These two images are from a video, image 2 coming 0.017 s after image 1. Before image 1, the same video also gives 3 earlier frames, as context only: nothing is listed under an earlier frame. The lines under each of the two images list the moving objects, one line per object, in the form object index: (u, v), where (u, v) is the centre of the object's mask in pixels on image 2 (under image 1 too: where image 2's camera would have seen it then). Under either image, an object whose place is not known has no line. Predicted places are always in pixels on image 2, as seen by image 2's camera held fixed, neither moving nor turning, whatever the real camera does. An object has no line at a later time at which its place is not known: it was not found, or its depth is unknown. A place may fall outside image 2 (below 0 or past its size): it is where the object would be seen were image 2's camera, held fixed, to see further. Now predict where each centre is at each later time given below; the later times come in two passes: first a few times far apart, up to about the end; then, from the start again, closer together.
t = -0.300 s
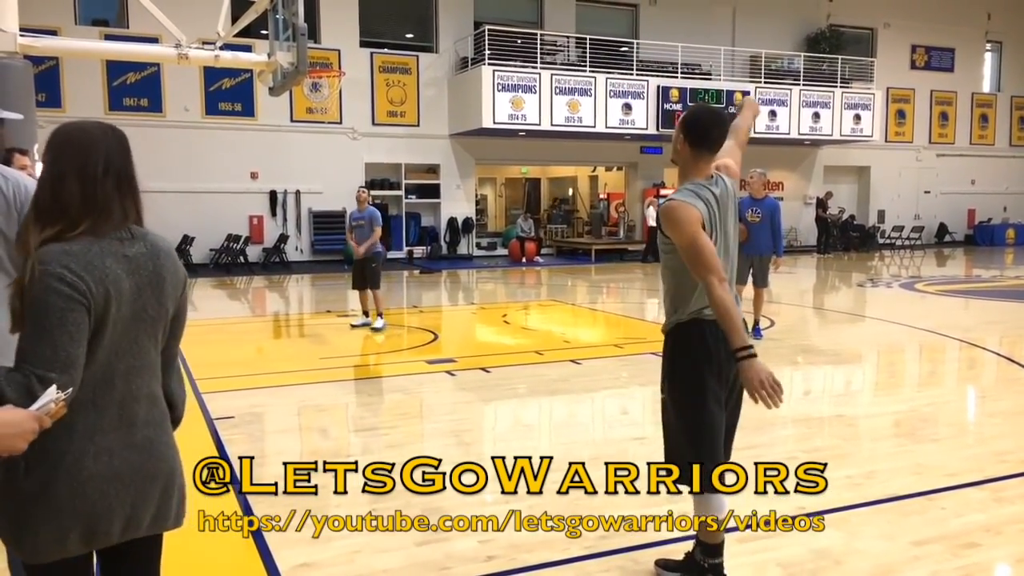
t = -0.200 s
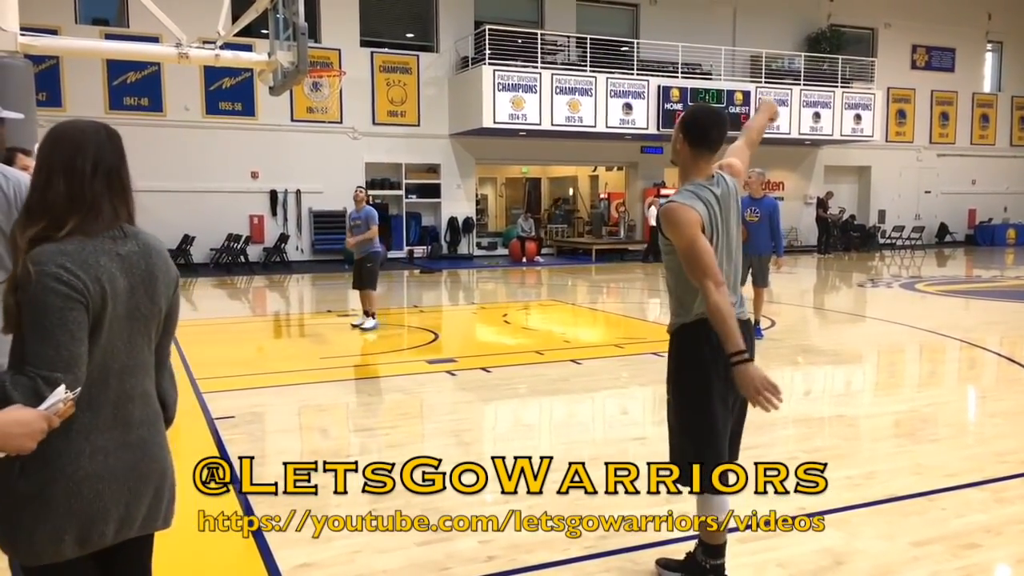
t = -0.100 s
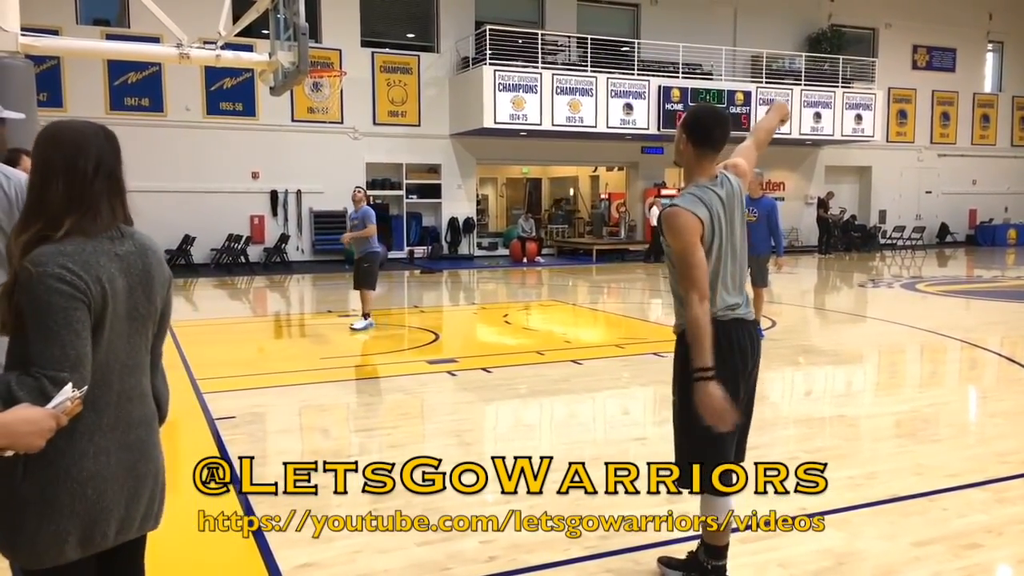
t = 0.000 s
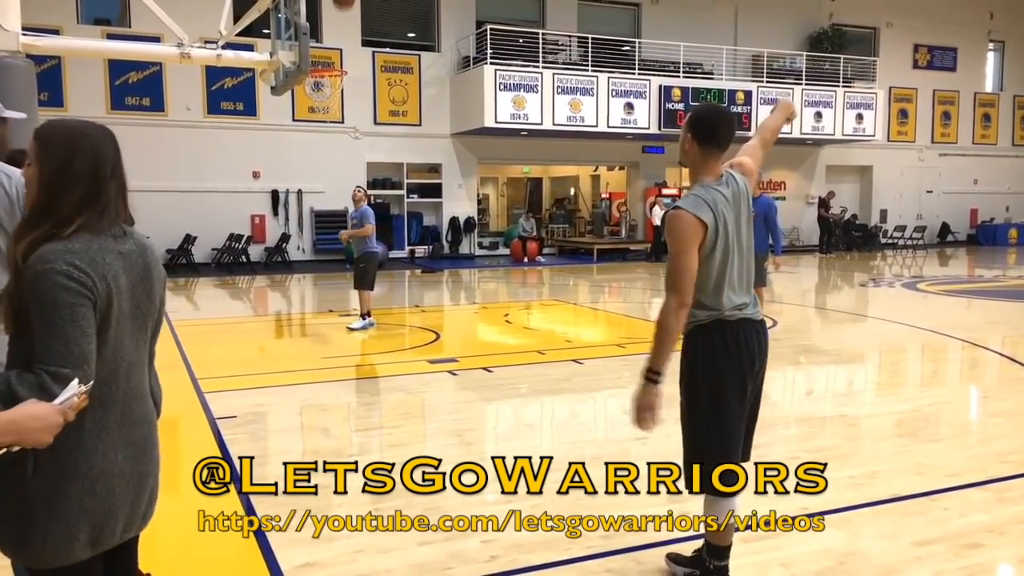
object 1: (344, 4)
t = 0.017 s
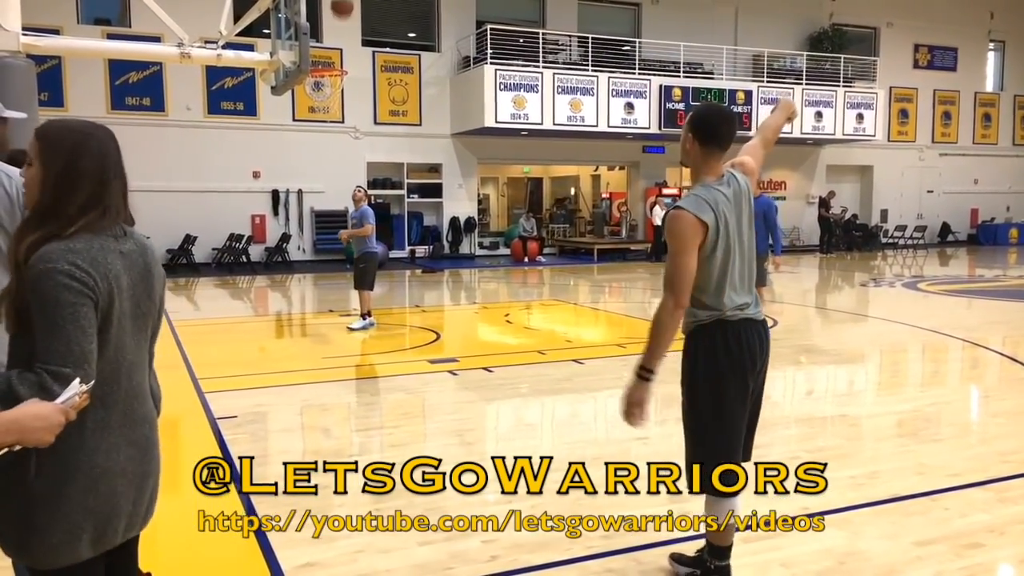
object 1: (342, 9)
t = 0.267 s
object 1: (321, 113)
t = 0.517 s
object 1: (306, 185)
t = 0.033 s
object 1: (340, 16)
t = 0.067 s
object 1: (337, 34)
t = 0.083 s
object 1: (336, 42)
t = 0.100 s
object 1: (335, 52)
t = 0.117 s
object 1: (332, 61)
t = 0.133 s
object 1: (331, 75)
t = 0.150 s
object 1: (331, 81)
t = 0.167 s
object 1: (329, 91)
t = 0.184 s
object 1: (326, 99)
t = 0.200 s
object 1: (326, 103)
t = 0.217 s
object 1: (325, 104)
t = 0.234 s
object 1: (324, 107)
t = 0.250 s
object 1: (323, 110)
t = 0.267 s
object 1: (321, 113)
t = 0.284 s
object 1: (320, 116)
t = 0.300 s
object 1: (319, 120)
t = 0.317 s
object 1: (318, 124)
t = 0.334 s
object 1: (317, 127)
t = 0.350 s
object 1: (316, 132)
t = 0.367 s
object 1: (315, 136)
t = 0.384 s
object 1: (314, 141)
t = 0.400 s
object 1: (313, 146)
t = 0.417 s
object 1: (312, 150)
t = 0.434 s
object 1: (311, 156)
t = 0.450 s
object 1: (310, 161)
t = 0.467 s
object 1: (309, 167)
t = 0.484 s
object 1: (308, 173)
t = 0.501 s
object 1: (307, 178)
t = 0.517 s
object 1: (306, 185)
